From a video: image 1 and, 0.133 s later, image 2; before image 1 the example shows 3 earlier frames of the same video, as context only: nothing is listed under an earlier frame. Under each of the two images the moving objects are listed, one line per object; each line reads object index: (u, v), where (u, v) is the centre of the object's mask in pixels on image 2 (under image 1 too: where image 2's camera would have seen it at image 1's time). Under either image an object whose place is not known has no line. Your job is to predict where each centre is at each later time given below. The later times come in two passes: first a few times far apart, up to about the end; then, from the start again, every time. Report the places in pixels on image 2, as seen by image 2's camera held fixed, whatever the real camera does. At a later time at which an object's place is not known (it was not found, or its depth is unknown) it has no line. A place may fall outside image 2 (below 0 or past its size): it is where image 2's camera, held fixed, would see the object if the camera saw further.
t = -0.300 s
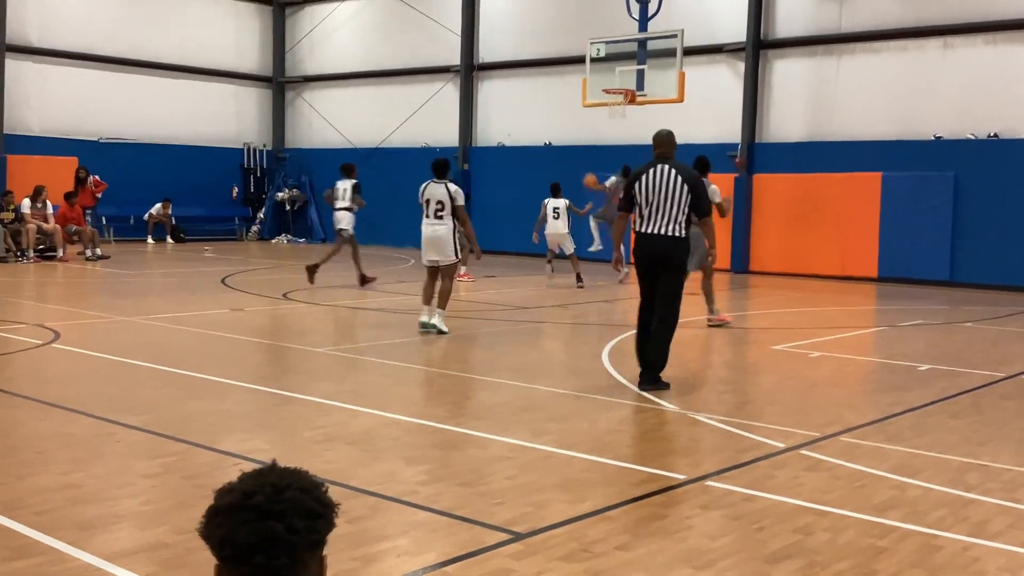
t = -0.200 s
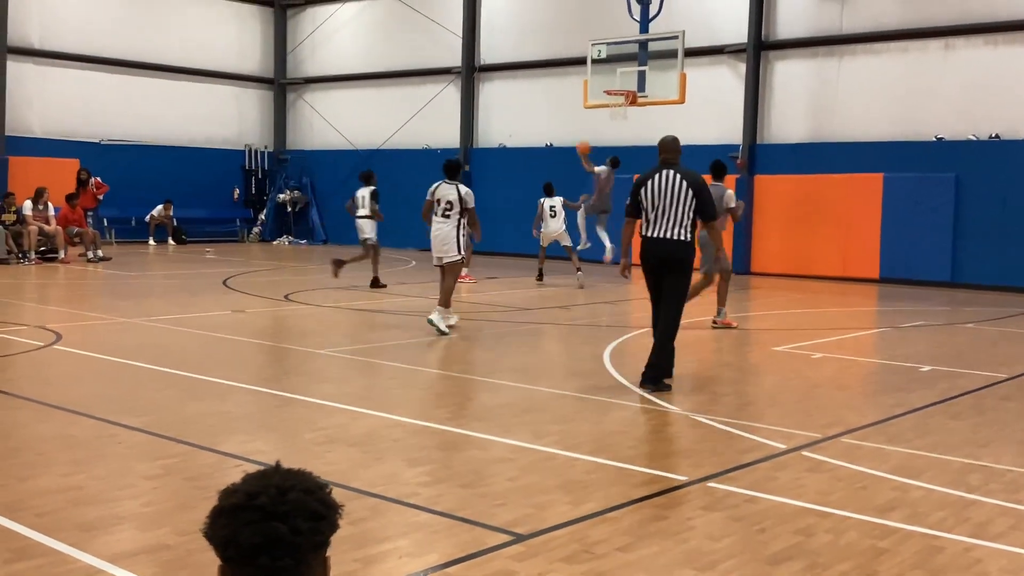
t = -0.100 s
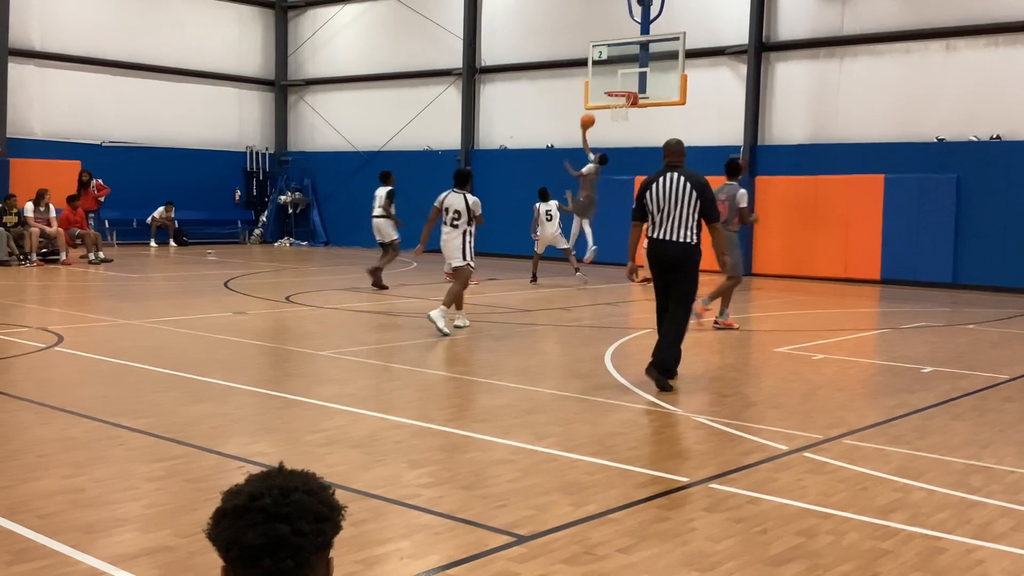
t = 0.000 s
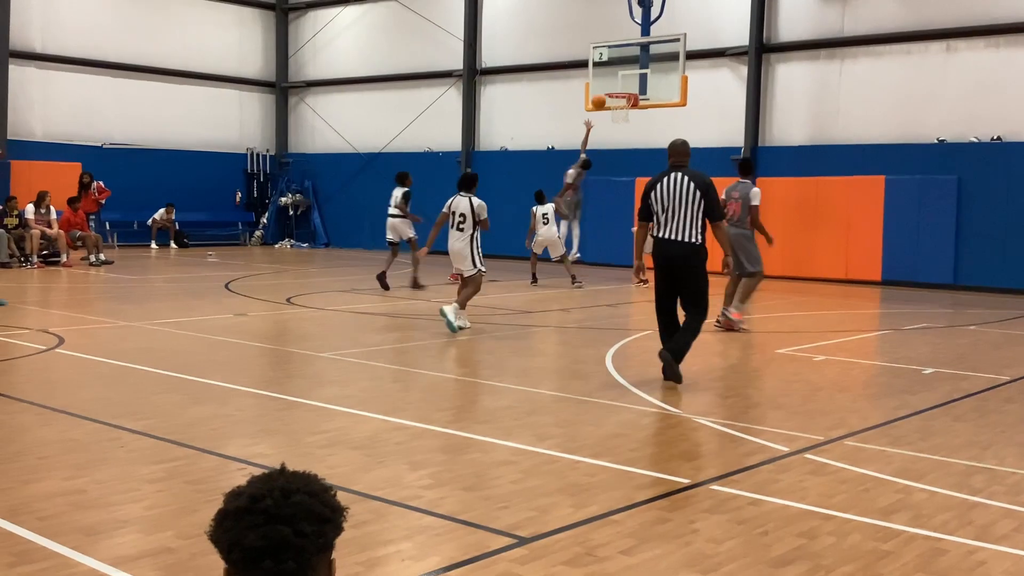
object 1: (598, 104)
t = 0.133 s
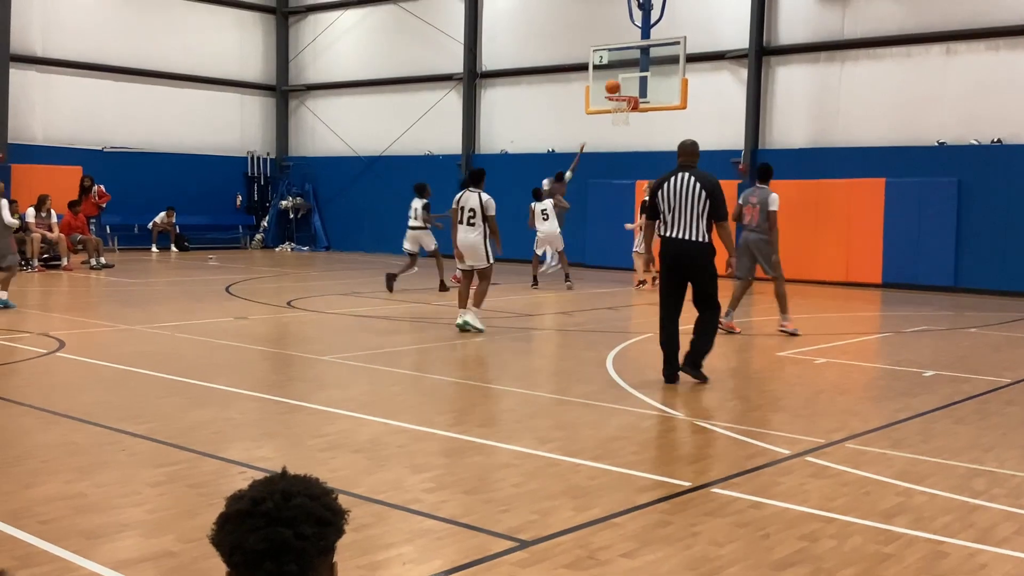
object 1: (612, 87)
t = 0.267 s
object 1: (619, 81)
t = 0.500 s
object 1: (627, 98)
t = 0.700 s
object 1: (616, 119)
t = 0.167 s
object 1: (615, 84)
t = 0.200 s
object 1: (617, 82)
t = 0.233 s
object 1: (618, 81)
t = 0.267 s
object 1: (619, 81)
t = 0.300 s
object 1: (621, 81)
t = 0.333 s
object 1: (622, 82)
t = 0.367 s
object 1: (623, 84)
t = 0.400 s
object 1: (623, 86)
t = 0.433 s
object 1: (625, 89)
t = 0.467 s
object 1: (626, 92)
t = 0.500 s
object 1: (627, 98)
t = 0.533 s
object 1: (626, 103)
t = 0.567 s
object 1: (624, 107)
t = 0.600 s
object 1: (623, 109)
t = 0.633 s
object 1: (621, 113)
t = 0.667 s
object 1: (619, 115)
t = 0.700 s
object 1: (616, 119)
